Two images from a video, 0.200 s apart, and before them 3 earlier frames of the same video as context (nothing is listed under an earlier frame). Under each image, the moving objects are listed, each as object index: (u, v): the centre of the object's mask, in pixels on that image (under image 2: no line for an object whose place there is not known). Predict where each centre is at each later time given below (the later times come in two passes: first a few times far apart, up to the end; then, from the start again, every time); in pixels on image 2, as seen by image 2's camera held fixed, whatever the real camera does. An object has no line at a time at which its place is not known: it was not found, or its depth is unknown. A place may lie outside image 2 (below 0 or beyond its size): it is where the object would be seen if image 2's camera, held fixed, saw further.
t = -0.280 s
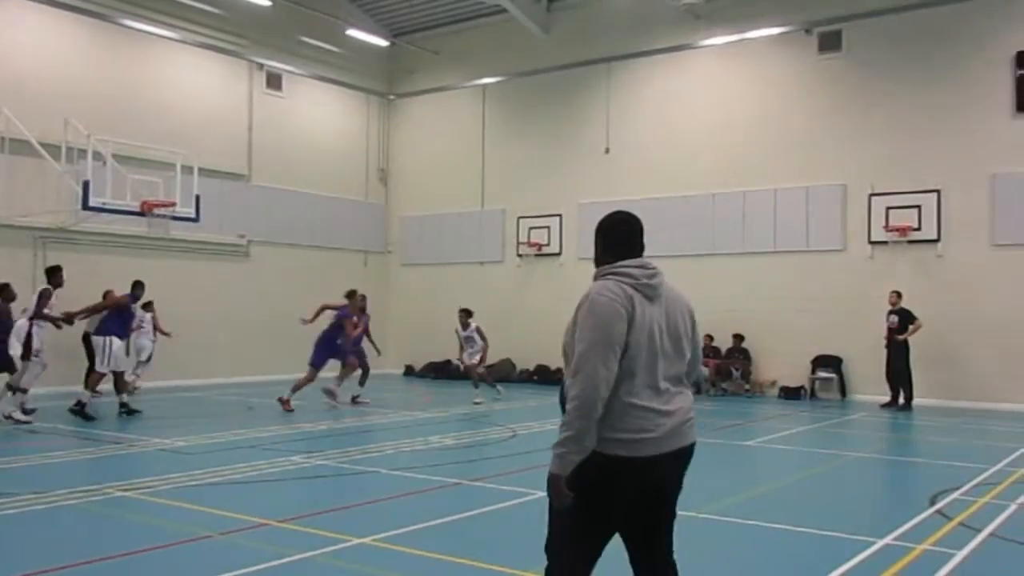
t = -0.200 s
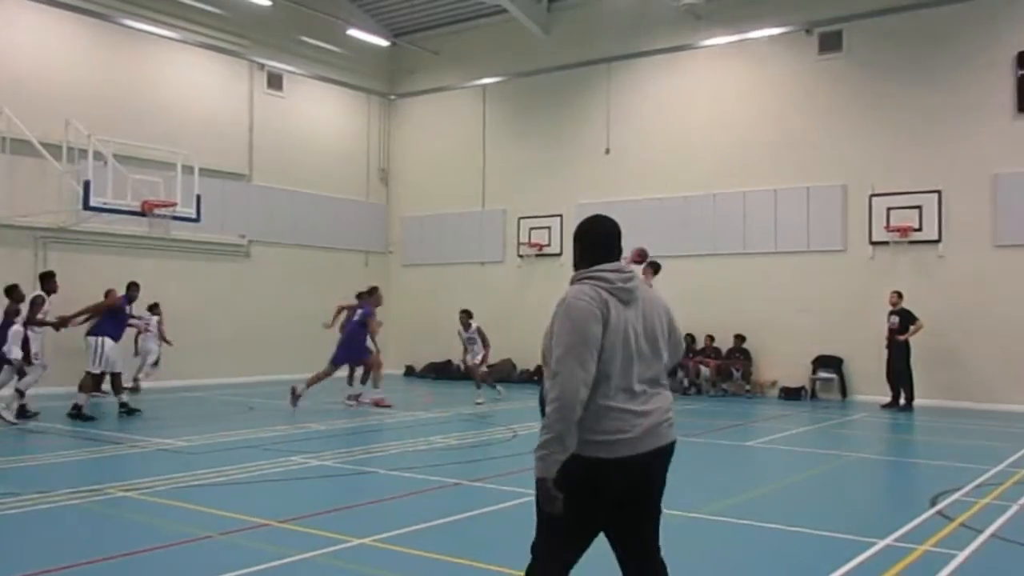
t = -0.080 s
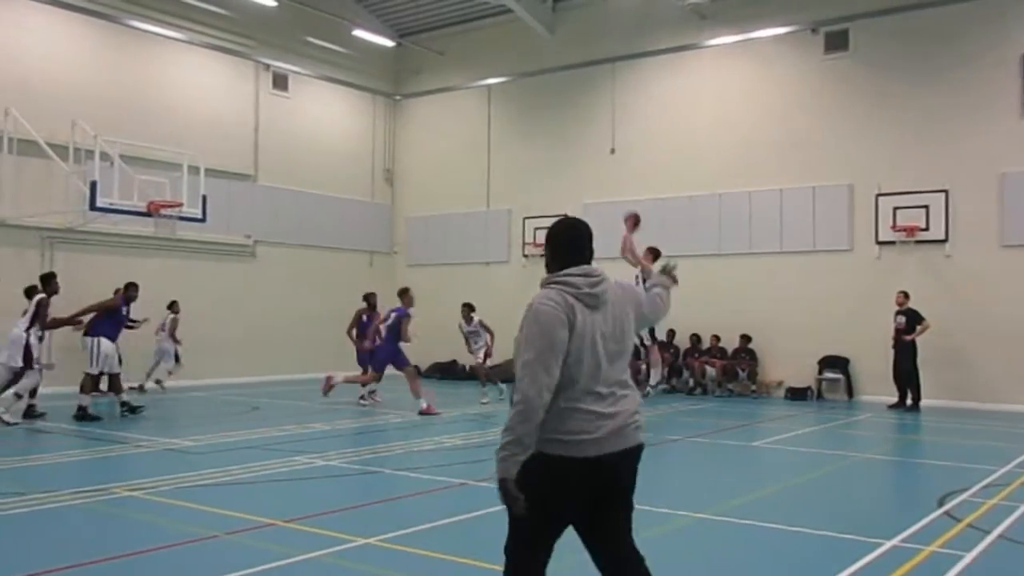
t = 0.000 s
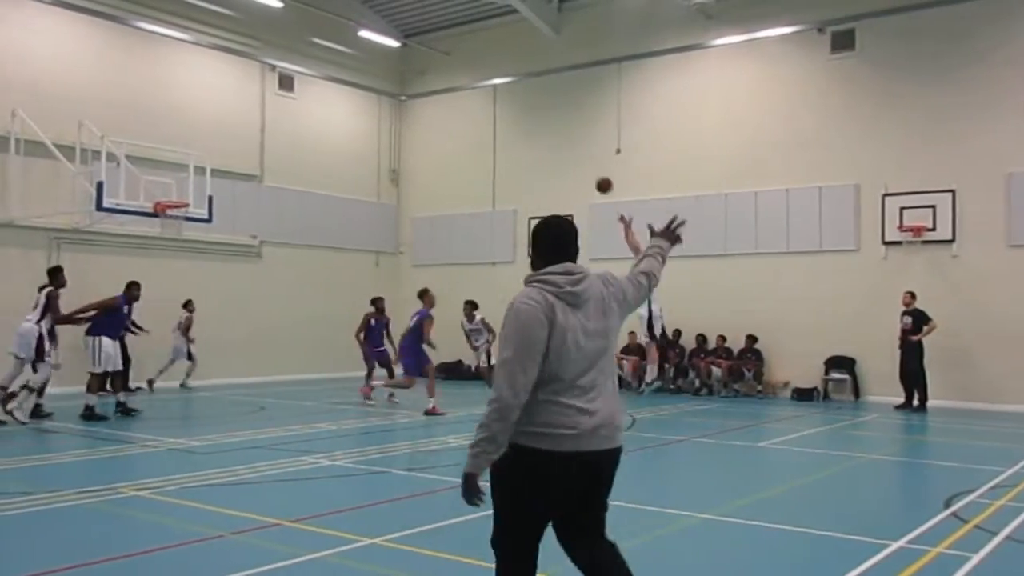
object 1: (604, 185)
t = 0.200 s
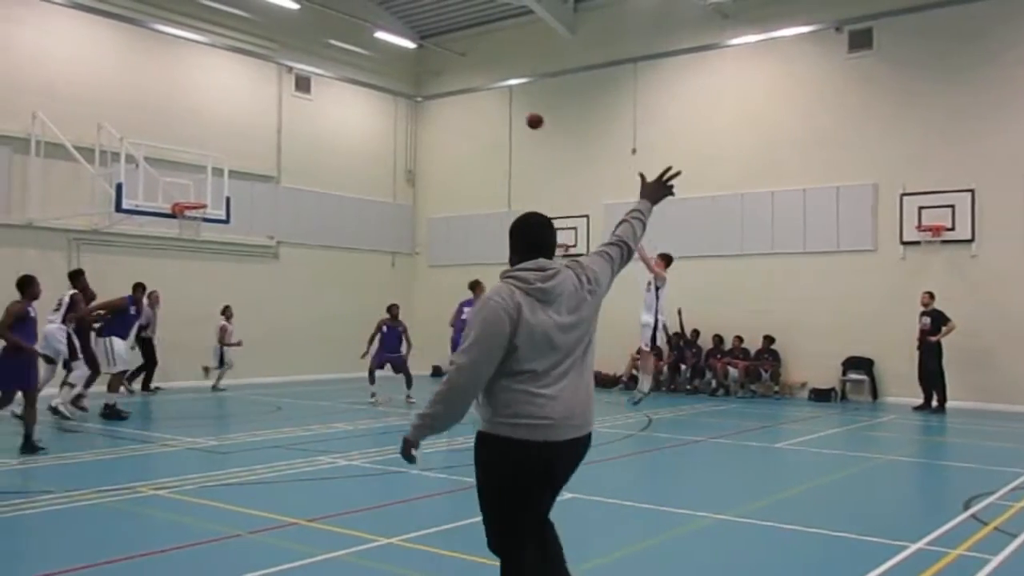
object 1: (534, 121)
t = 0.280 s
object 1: (502, 104)
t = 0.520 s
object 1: (407, 80)
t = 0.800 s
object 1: (305, 100)
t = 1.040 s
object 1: (222, 155)
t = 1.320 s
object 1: (180, 159)
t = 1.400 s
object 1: (181, 145)
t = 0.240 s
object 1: (518, 112)
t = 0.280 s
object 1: (502, 104)
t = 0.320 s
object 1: (486, 97)
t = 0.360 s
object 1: (469, 92)
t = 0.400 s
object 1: (453, 87)
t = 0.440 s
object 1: (438, 84)
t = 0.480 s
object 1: (423, 82)
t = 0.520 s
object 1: (407, 80)
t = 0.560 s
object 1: (392, 79)
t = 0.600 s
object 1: (378, 81)
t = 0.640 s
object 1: (363, 82)
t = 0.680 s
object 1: (349, 85)
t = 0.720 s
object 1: (334, 89)
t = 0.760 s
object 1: (319, 94)
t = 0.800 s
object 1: (305, 100)
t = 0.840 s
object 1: (291, 107)
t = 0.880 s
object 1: (277, 114)
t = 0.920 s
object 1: (263, 123)
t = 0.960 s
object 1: (249, 133)
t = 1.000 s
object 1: (236, 143)
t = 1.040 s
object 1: (222, 155)
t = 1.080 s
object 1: (208, 168)
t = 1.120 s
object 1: (195, 181)
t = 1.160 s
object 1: (182, 195)
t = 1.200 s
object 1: (177, 188)
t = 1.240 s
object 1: (177, 177)
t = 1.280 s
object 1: (178, 168)
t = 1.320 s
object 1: (180, 159)
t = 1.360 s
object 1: (181, 152)
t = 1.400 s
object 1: (181, 145)
